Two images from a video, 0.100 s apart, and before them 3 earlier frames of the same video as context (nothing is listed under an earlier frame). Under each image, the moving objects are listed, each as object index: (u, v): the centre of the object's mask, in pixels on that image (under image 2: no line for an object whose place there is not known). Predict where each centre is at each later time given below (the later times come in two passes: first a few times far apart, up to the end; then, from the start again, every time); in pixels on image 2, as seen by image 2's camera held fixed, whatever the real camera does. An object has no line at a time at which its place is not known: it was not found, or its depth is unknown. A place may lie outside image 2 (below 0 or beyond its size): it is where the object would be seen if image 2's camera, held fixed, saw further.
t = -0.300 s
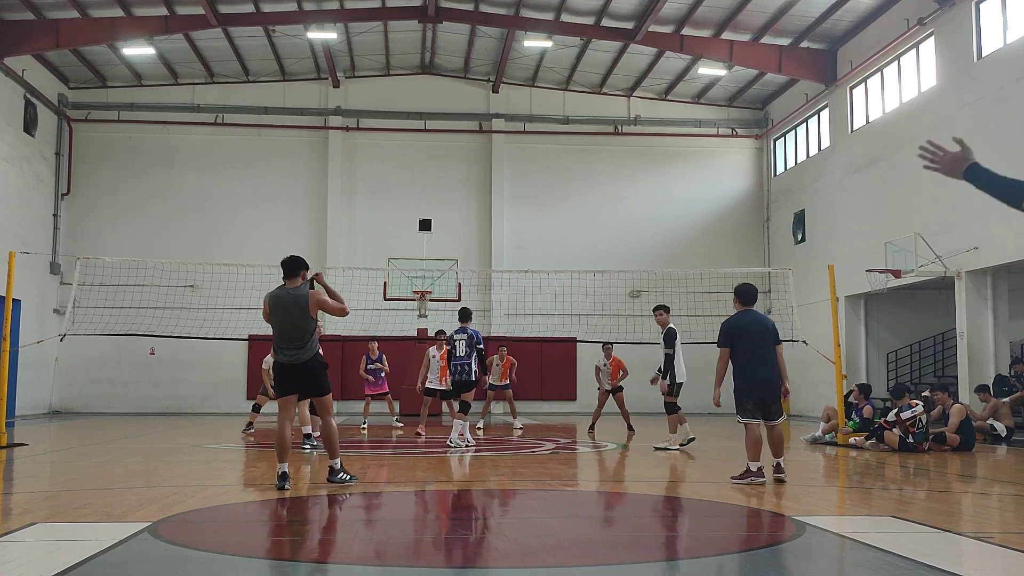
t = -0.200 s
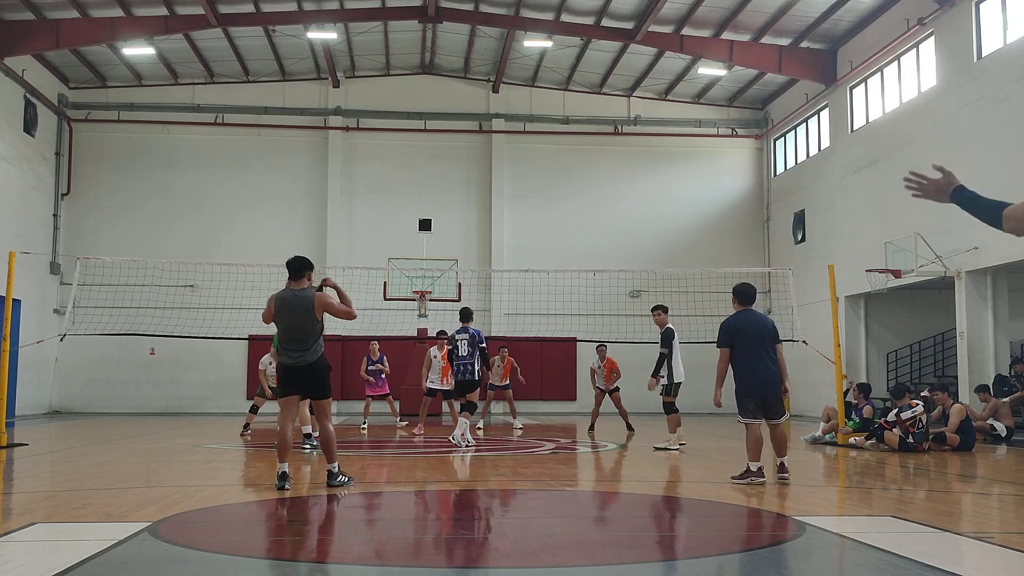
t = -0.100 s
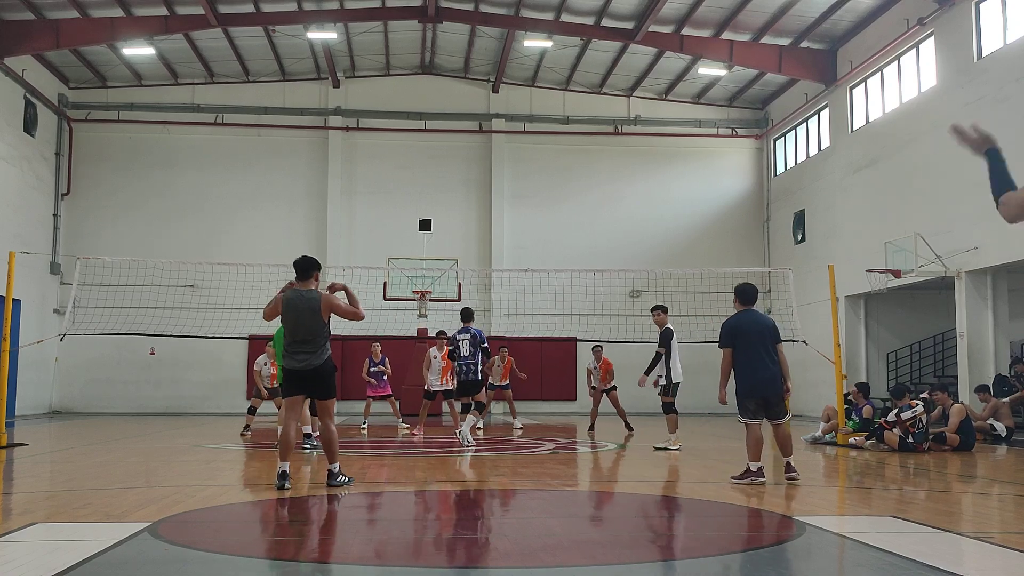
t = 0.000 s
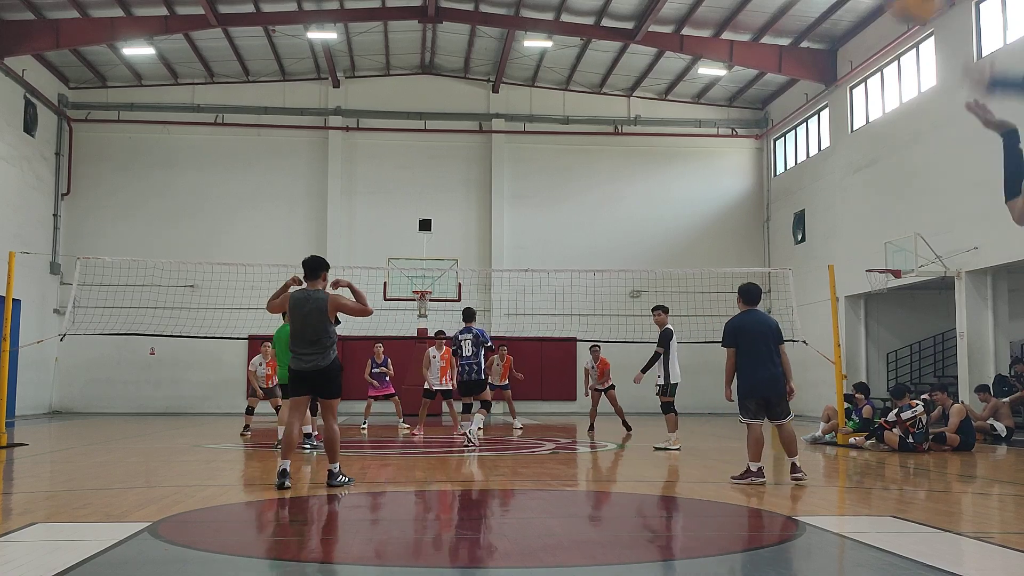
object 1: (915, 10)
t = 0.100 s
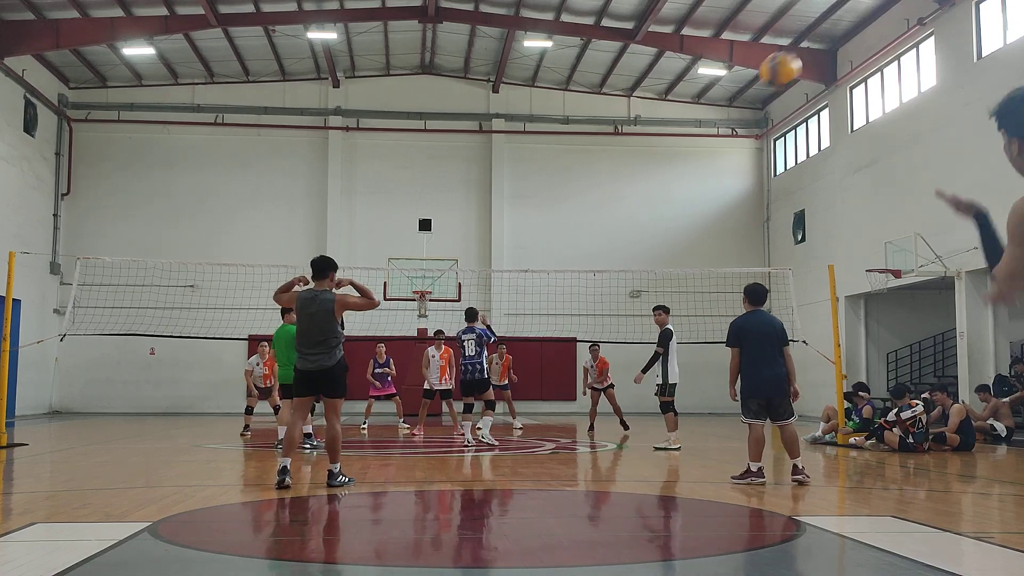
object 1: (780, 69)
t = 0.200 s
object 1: (706, 126)
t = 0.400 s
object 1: (625, 224)
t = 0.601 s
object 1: (586, 311)
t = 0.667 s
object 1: (577, 336)
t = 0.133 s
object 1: (752, 91)
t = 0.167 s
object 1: (727, 108)
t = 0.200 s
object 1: (706, 126)
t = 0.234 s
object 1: (688, 144)
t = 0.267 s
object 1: (672, 160)
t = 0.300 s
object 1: (658, 177)
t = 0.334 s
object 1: (645, 193)
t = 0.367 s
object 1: (634, 209)
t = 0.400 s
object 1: (625, 224)
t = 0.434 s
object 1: (616, 239)
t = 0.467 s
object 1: (608, 254)
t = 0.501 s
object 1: (601, 269)
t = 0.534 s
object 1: (596, 283)
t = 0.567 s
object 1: (591, 297)
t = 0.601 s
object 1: (586, 311)
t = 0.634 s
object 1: (582, 325)
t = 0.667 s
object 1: (577, 336)
